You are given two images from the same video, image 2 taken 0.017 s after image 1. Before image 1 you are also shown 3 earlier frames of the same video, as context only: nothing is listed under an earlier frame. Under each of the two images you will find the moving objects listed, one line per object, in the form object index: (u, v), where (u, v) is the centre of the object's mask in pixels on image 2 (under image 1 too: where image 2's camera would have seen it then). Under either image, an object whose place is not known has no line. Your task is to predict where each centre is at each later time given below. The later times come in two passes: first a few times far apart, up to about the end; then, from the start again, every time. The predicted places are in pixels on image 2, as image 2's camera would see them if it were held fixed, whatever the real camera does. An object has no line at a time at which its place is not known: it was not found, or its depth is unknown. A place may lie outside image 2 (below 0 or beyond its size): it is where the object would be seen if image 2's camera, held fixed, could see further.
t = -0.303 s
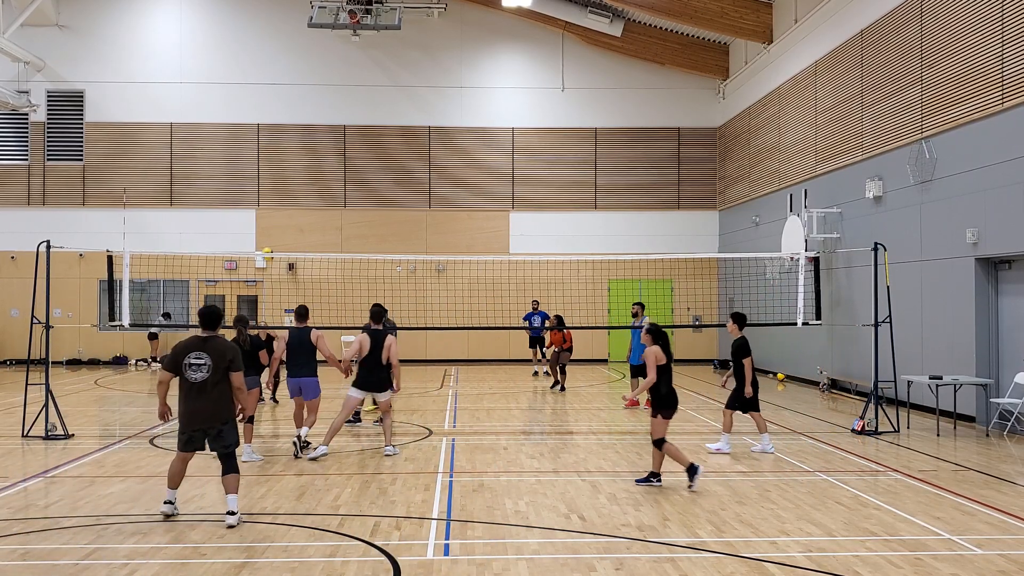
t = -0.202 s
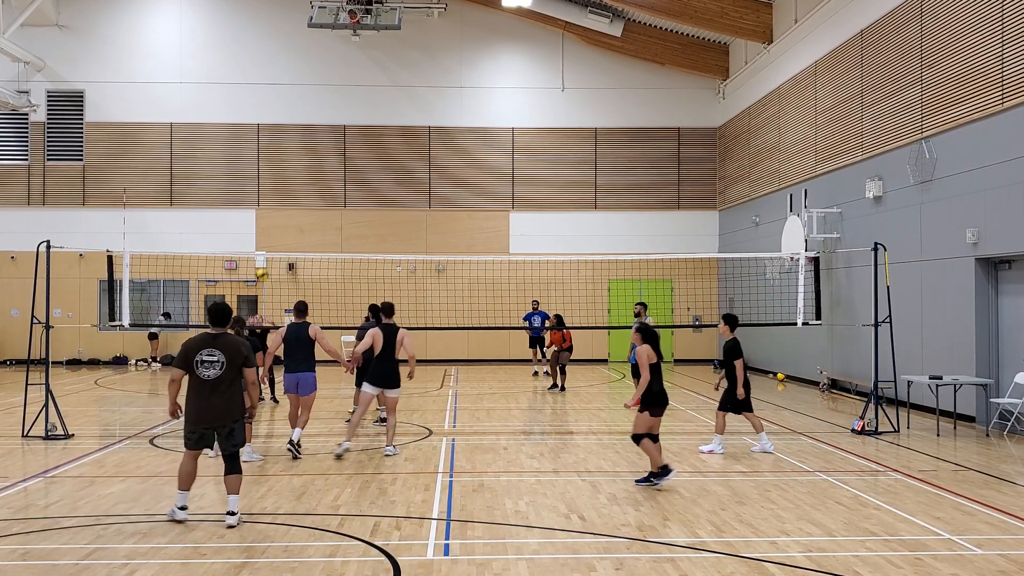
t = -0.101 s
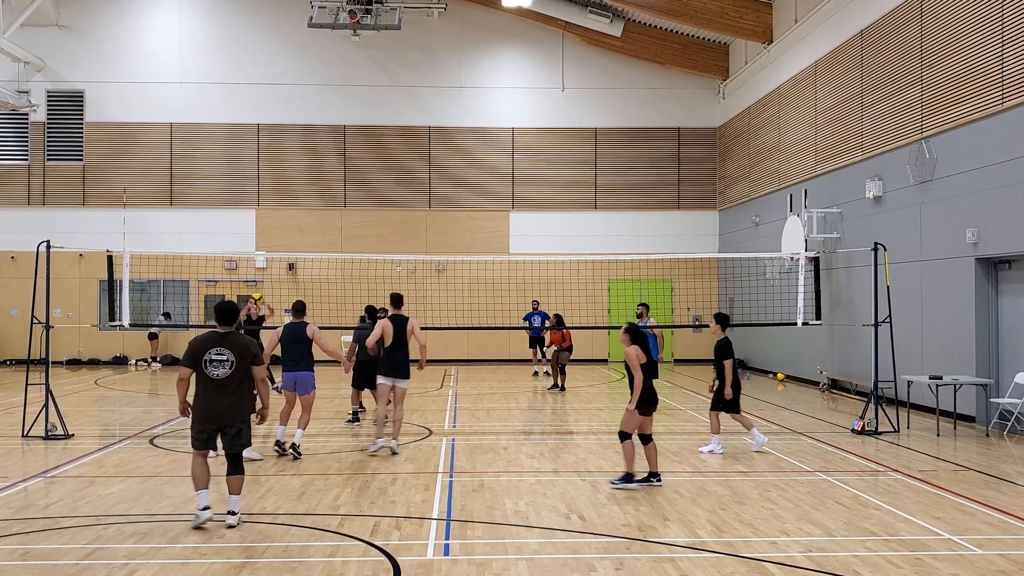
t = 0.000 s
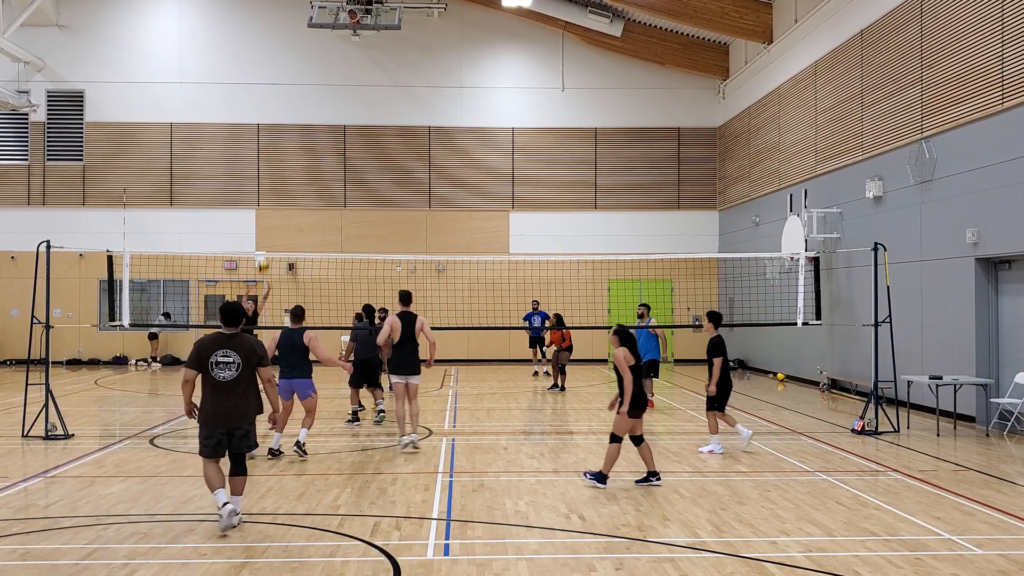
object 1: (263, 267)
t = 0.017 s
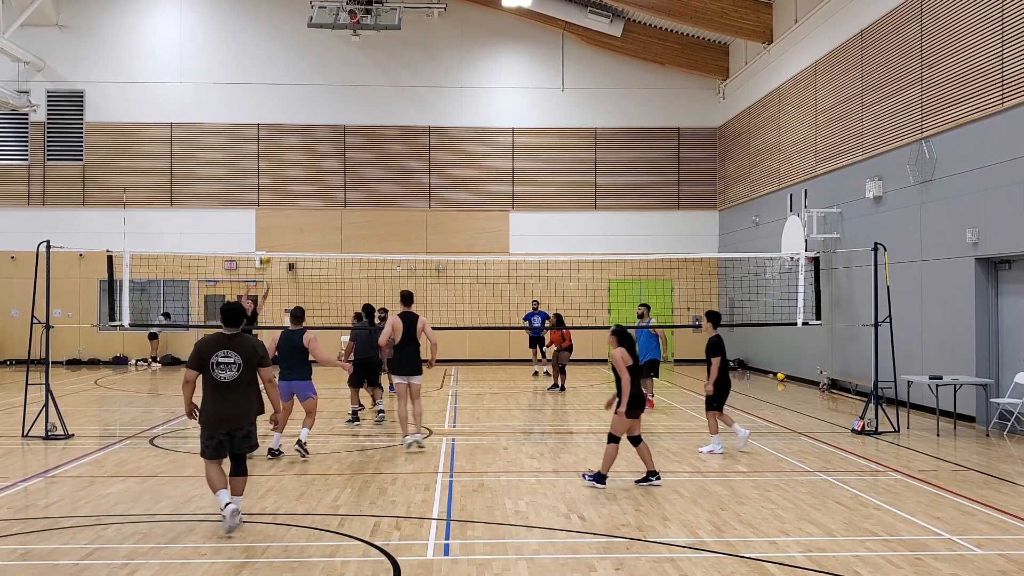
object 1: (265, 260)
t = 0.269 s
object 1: (284, 190)
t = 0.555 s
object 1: (307, 153)
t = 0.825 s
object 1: (330, 165)
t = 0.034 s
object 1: (266, 250)
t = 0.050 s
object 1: (267, 247)
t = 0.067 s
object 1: (268, 244)
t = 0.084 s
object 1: (270, 238)
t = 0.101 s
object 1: (271, 232)
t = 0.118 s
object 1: (272, 227)
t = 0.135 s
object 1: (273, 223)
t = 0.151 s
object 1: (275, 218)
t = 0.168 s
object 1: (276, 213)
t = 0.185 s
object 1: (277, 210)
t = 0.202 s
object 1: (279, 205)
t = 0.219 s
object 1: (280, 201)
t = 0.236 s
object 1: (281, 197)
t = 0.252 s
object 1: (283, 193)
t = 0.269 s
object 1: (284, 190)
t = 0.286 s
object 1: (285, 186)
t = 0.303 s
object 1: (287, 183)
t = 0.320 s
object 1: (288, 180)
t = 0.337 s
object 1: (289, 177)
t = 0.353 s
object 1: (291, 174)
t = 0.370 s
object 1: (292, 172)
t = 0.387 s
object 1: (293, 169)
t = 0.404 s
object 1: (295, 167)
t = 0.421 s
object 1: (296, 164)
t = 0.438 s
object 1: (297, 162)
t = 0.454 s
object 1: (299, 160)
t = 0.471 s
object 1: (300, 159)
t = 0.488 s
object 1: (301, 157)
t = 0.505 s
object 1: (303, 156)
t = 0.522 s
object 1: (304, 155)
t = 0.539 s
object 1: (305, 154)
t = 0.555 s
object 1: (307, 153)
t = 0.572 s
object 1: (308, 152)
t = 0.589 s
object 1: (309, 152)
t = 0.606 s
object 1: (311, 152)
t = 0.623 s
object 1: (312, 152)
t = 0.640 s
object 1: (314, 152)
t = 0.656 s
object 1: (315, 152)
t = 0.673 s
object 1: (317, 152)
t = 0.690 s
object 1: (318, 153)
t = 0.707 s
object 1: (320, 154)
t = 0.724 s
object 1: (321, 155)
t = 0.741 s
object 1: (322, 156)
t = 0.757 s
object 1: (324, 157)
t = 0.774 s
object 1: (325, 159)
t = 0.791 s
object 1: (327, 161)
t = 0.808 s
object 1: (328, 163)
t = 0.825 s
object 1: (330, 165)
